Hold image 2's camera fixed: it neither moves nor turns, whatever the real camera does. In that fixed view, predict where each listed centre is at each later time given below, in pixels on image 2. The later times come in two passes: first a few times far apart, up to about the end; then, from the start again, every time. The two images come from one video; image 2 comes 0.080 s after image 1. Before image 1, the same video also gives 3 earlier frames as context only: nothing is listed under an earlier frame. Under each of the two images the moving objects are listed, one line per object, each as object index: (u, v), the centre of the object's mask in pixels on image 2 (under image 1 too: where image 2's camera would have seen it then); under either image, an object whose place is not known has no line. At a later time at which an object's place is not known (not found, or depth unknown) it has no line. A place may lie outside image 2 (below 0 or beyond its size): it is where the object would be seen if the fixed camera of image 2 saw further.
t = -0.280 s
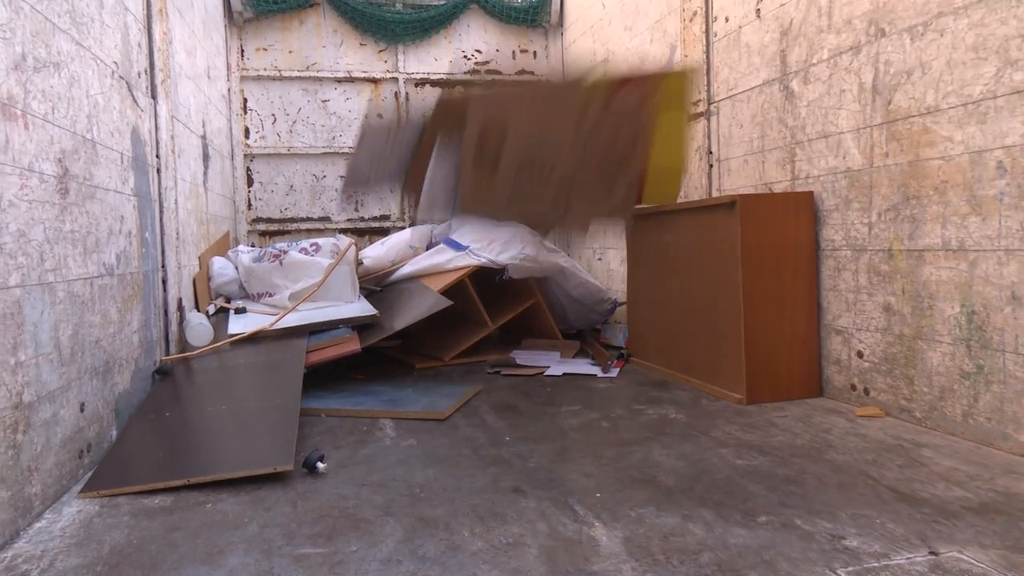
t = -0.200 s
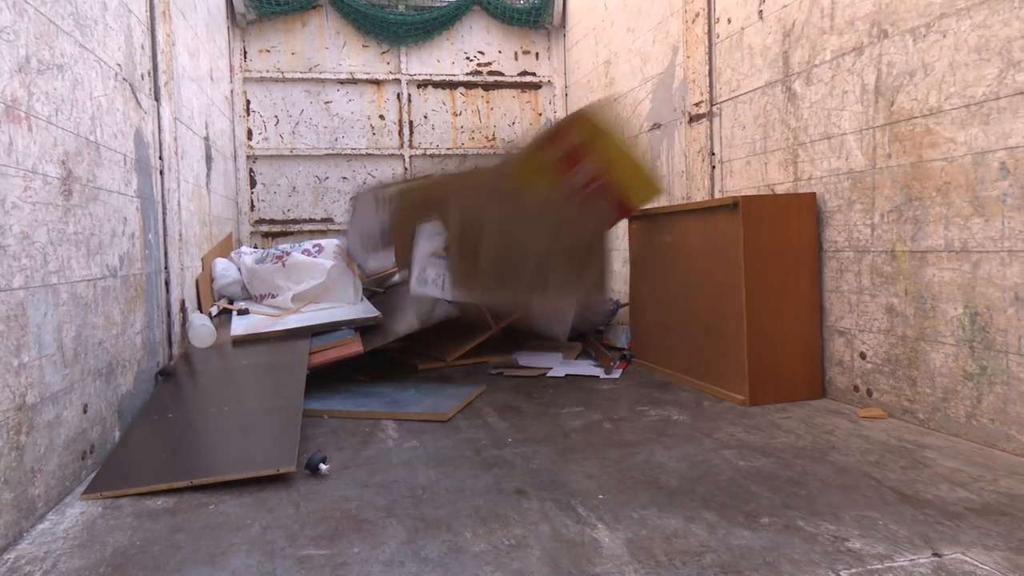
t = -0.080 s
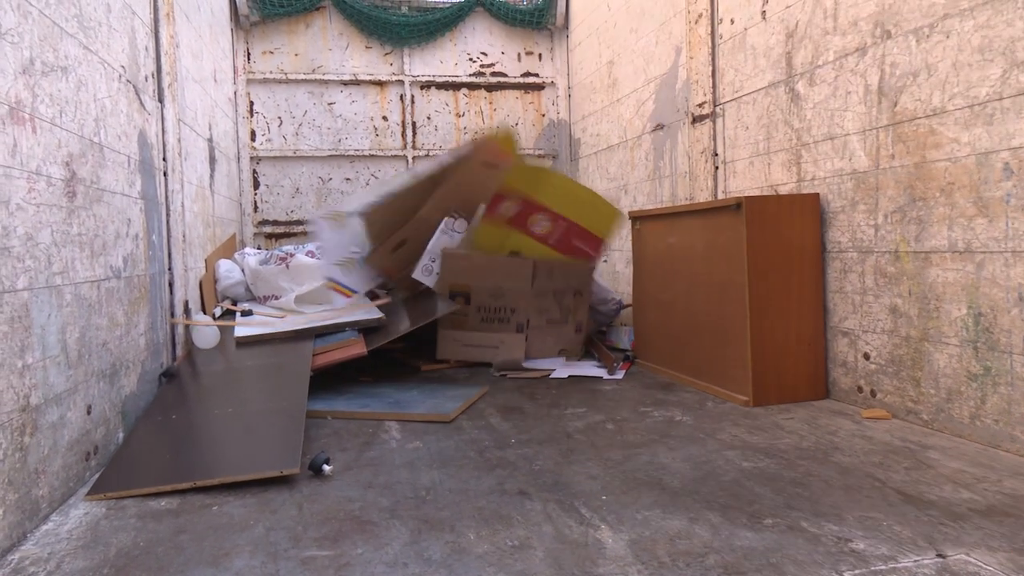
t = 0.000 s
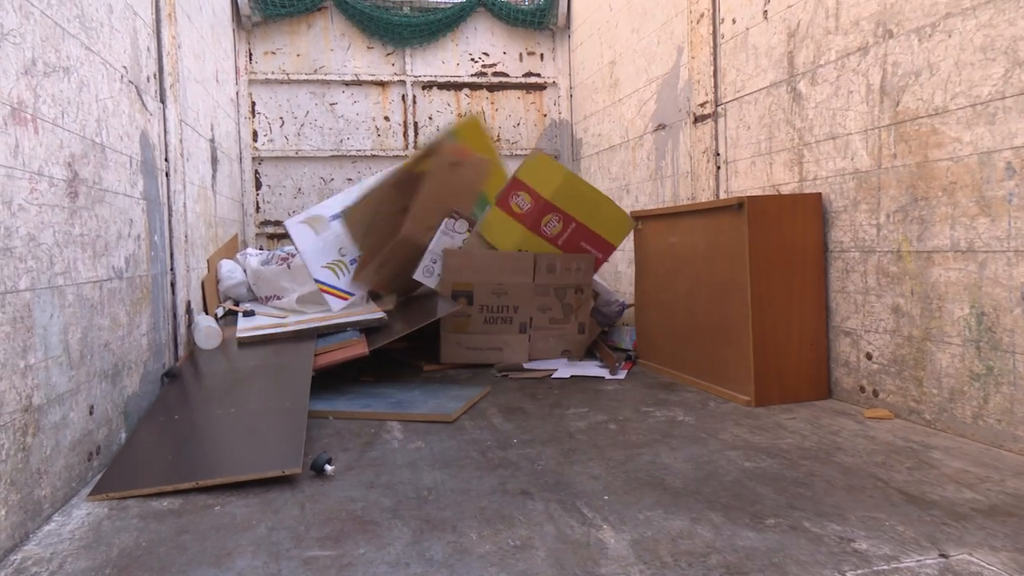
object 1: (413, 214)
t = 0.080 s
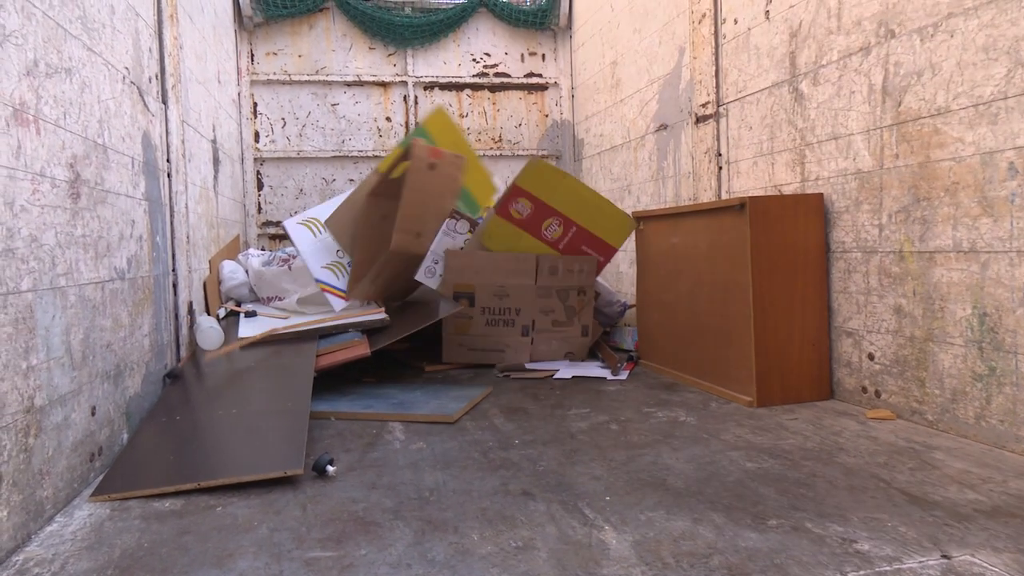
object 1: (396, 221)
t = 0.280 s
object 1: (387, 223)
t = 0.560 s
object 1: (392, 267)
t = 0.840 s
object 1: (396, 330)
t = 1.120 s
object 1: (385, 355)
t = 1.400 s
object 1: (384, 372)
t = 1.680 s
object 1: (386, 375)
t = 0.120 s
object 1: (392, 222)
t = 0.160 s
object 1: (394, 223)
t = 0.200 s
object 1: (386, 223)
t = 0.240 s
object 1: (387, 224)
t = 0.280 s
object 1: (387, 223)
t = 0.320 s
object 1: (387, 223)
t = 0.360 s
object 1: (386, 225)
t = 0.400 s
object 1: (386, 230)
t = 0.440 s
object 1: (386, 234)
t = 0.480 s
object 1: (384, 238)
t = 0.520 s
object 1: (389, 254)
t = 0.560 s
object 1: (392, 267)
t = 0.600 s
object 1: (396, 273)
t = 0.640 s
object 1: (403, 299)
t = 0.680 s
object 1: (406, 324)
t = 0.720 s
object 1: (402, 333)
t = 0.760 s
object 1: (398, 333)
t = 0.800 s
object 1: (397, 332)
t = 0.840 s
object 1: (396, 330)
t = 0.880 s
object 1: (395, 330)
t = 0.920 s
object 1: (394, 332)
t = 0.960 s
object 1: (393, 335)
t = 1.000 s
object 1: (392, 342)
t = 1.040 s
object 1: (390, 348)
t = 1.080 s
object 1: (386, 351)
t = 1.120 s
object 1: (385, 355)
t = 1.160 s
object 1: (383, 360)
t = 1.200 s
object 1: (381, 363)
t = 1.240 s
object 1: (380, 365)
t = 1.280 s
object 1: (381, 367)
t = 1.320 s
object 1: (382, 370)
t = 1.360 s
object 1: (383, 371)
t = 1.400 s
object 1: (384, 372)
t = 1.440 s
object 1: (386, 373)
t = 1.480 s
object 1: (386, 374)
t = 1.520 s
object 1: (386, 374)
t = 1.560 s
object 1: (386, 374)
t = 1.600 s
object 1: (386, 375)
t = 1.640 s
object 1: (386, 375)
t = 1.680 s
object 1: (386, 375)
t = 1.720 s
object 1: (386, 375)
